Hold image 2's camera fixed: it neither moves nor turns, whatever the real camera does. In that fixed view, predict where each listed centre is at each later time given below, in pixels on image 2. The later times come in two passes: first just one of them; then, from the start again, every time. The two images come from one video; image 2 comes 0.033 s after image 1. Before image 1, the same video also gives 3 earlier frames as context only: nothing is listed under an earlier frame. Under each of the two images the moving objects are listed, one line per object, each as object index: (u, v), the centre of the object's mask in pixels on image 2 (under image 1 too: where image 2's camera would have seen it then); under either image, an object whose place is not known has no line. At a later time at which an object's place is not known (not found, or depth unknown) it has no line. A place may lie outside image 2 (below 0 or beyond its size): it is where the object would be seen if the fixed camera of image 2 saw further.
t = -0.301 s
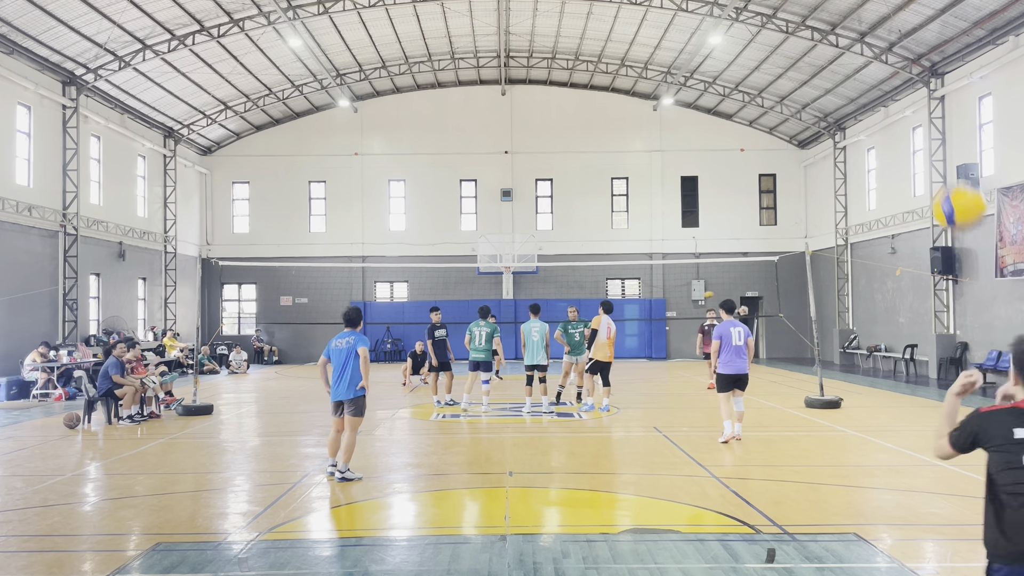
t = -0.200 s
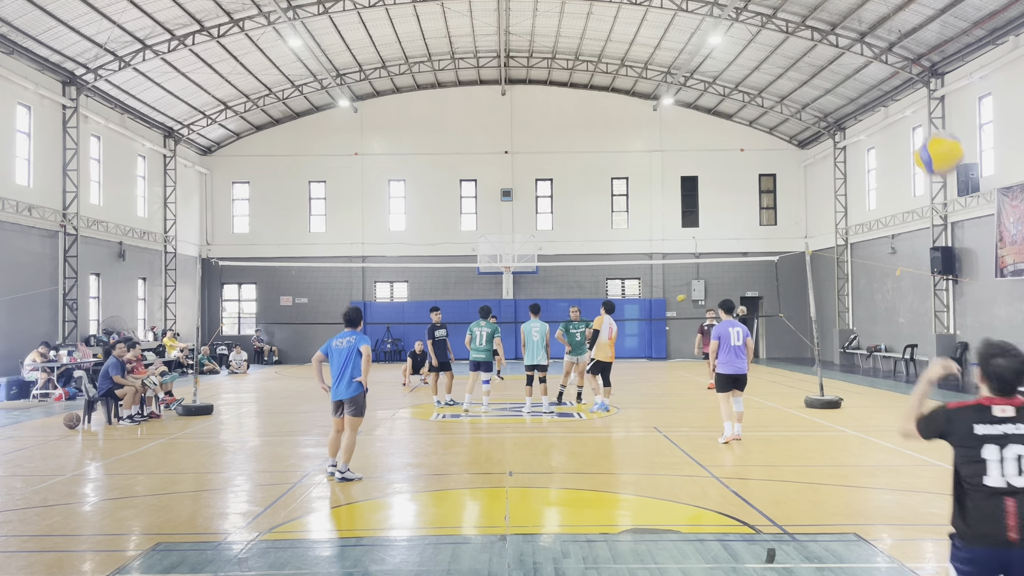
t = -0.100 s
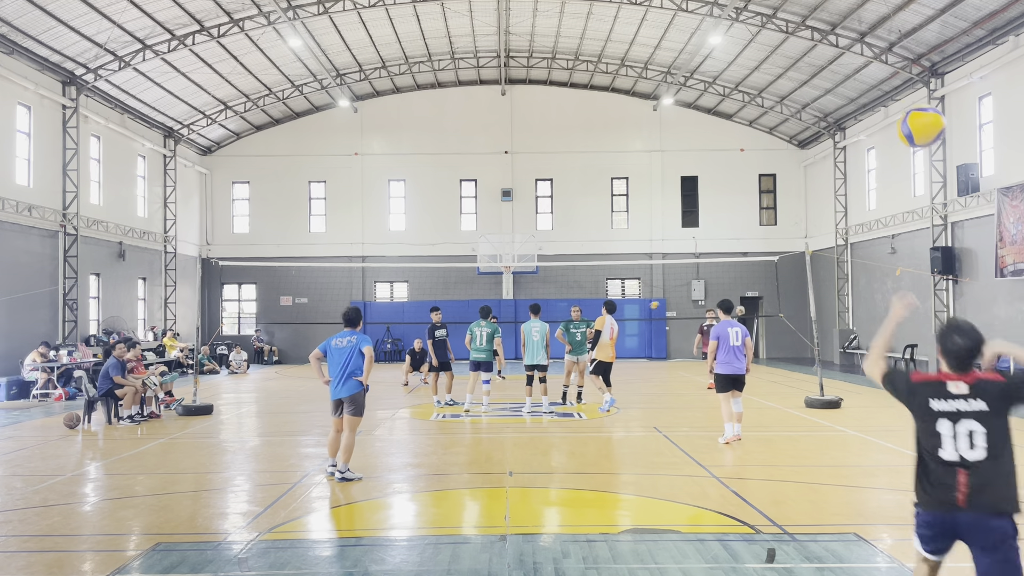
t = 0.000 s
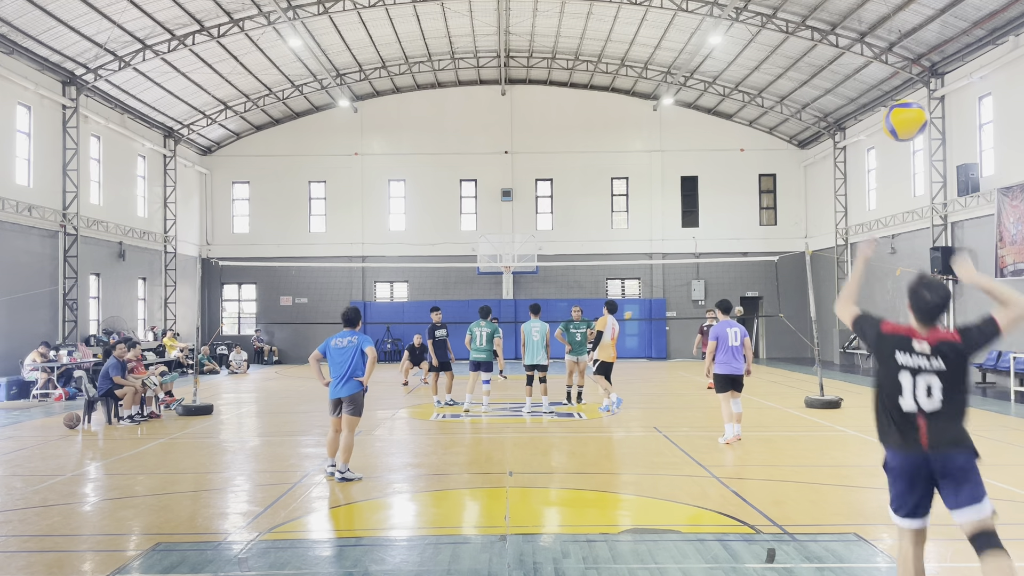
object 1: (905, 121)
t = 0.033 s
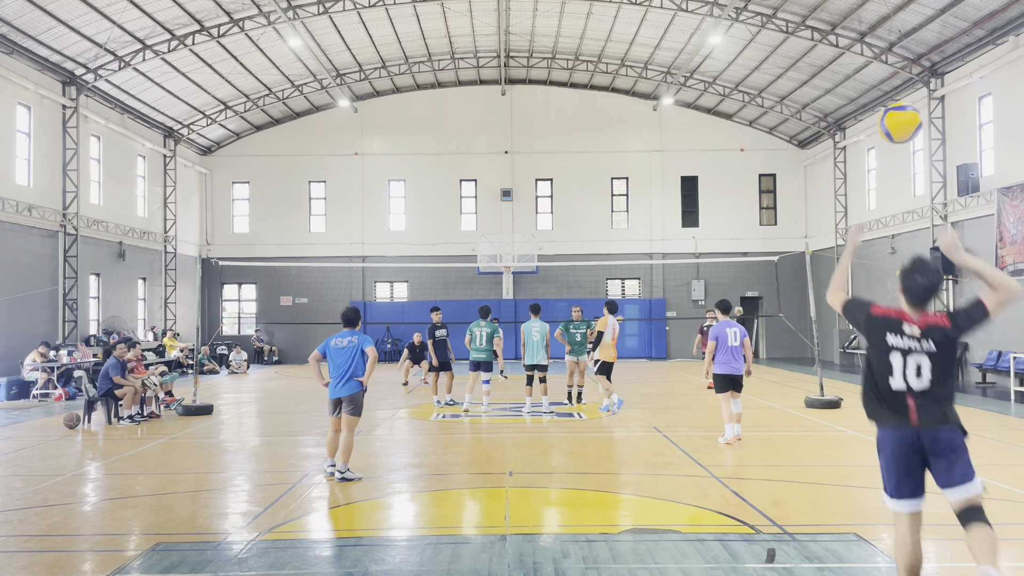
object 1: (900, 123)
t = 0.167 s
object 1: (883, 151)
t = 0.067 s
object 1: (896, 127)
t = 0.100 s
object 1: (891, 134)
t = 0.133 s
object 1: (887, 141)
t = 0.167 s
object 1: (883, 151)
